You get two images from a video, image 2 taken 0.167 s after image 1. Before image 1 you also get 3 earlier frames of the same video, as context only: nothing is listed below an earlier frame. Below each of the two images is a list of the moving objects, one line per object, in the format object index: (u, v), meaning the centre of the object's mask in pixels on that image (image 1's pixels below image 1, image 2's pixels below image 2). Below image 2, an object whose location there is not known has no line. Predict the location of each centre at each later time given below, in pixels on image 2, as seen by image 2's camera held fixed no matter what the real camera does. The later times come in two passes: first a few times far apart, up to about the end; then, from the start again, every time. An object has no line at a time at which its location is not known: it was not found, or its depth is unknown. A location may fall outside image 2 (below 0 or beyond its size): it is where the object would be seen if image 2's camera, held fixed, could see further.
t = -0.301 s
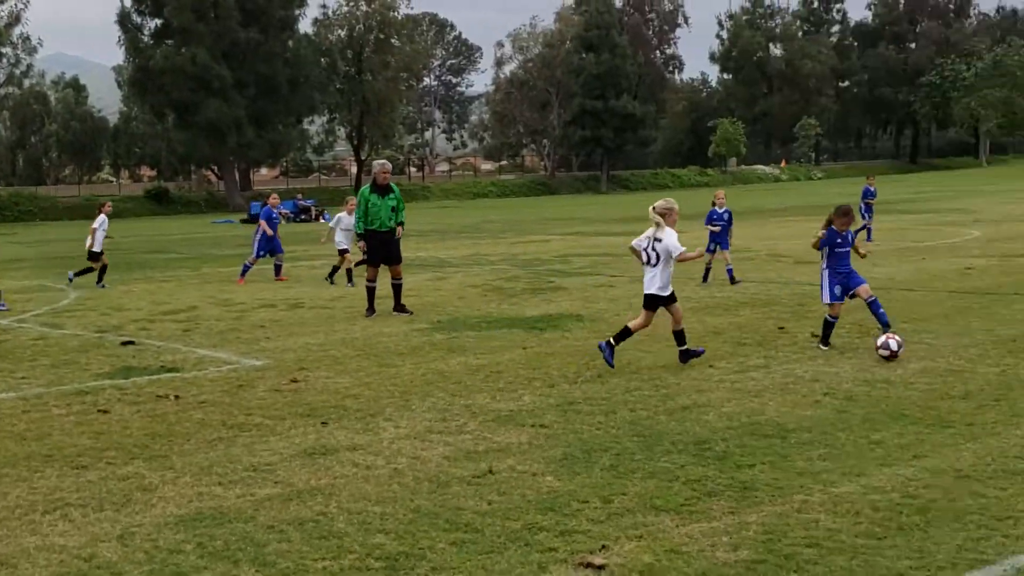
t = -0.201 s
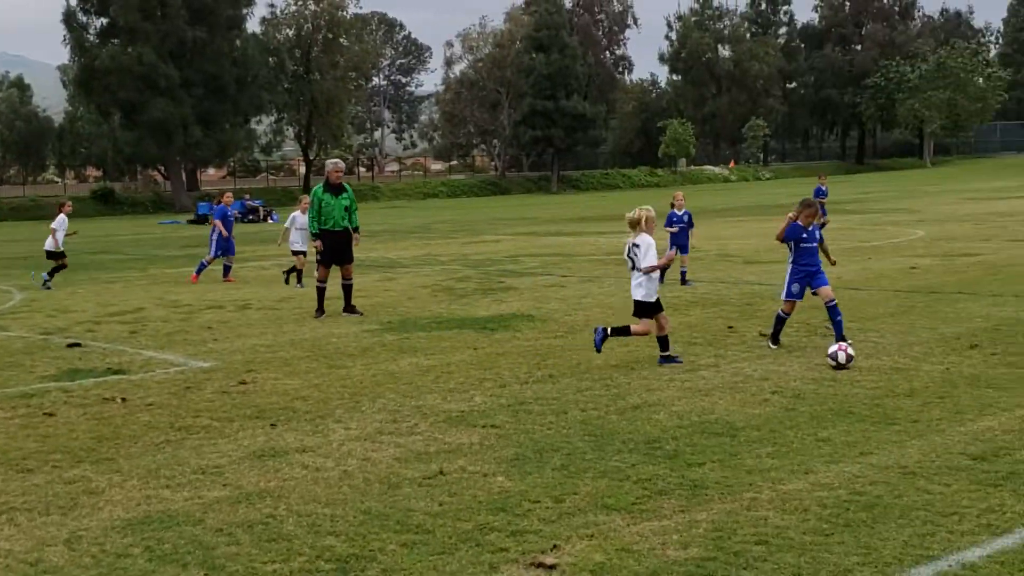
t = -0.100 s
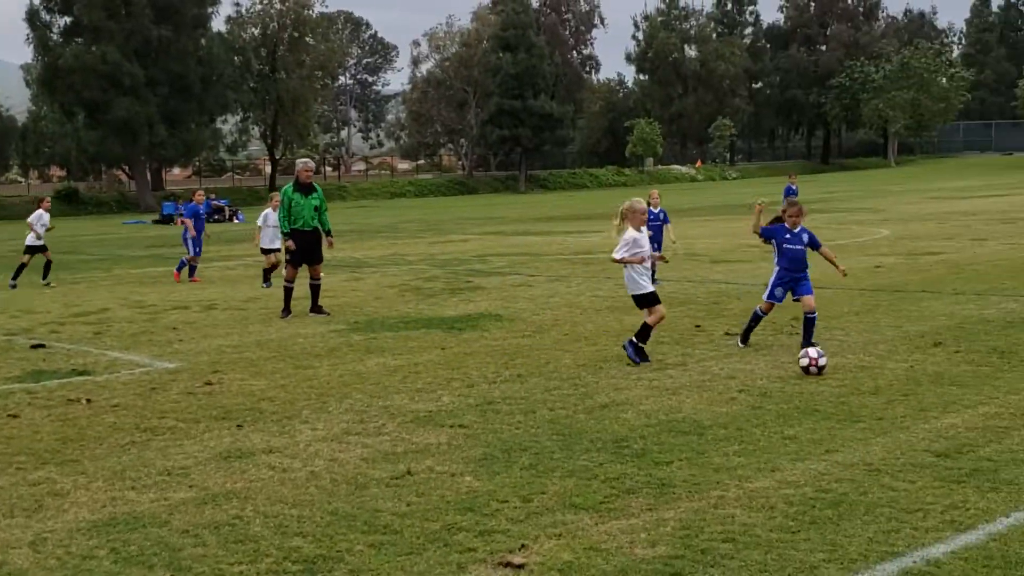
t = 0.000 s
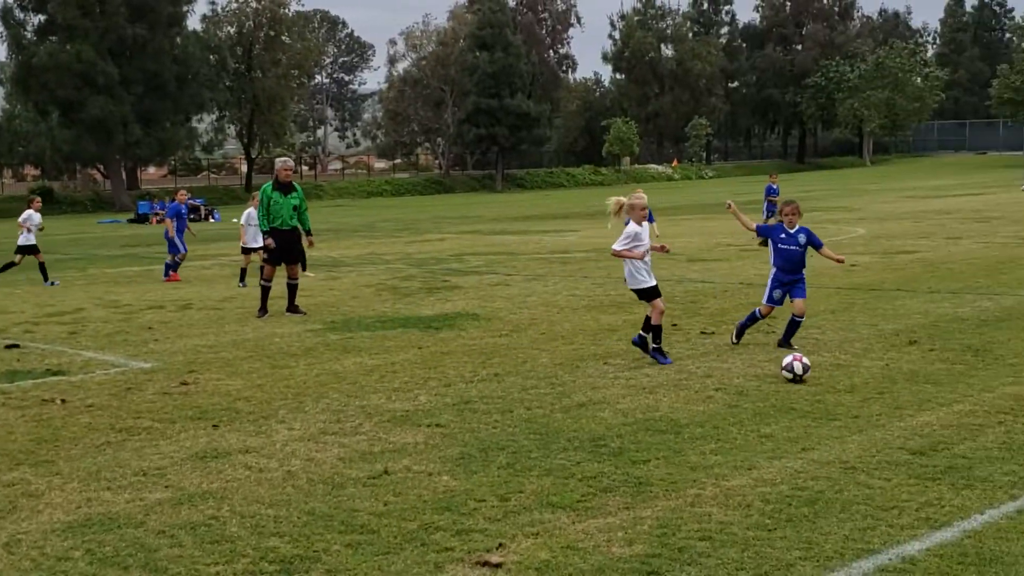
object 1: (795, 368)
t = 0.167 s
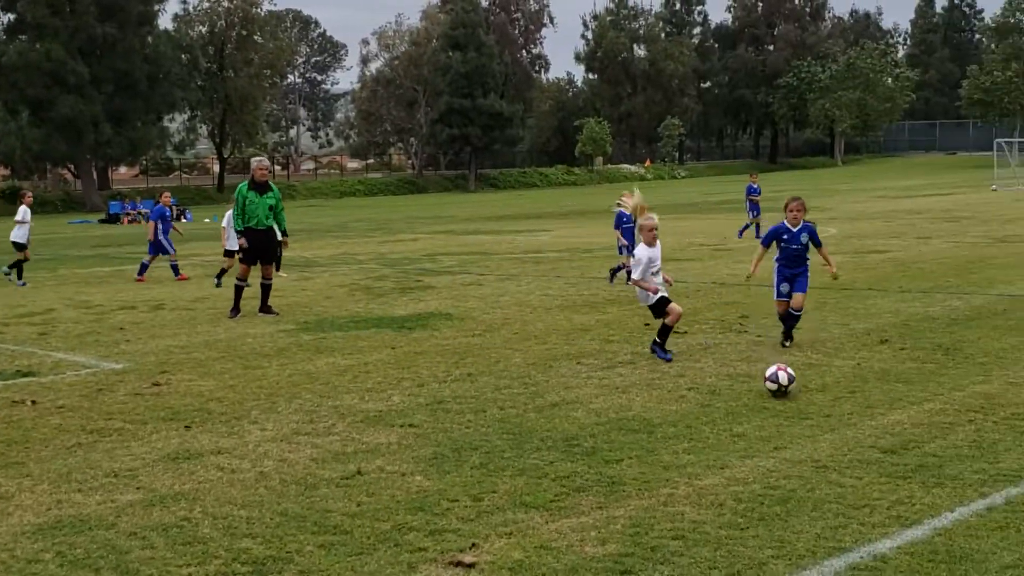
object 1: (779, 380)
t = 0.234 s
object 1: (784, 389)
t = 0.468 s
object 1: (797, 411)
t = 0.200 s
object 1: (782, 384)
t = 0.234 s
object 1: (784, 389)
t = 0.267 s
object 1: (786, 392)
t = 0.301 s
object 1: (787, 393)
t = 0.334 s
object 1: (789, 395)
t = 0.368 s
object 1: (792, 398)
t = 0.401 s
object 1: (793, 405)
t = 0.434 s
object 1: (795, 409)
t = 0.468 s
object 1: (797, 411)
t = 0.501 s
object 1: (799, 413)
